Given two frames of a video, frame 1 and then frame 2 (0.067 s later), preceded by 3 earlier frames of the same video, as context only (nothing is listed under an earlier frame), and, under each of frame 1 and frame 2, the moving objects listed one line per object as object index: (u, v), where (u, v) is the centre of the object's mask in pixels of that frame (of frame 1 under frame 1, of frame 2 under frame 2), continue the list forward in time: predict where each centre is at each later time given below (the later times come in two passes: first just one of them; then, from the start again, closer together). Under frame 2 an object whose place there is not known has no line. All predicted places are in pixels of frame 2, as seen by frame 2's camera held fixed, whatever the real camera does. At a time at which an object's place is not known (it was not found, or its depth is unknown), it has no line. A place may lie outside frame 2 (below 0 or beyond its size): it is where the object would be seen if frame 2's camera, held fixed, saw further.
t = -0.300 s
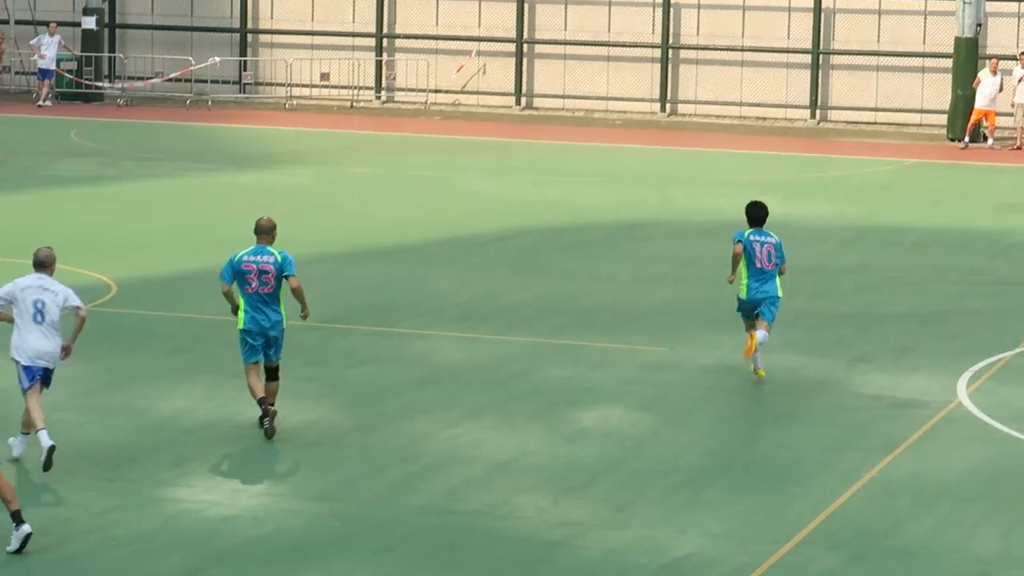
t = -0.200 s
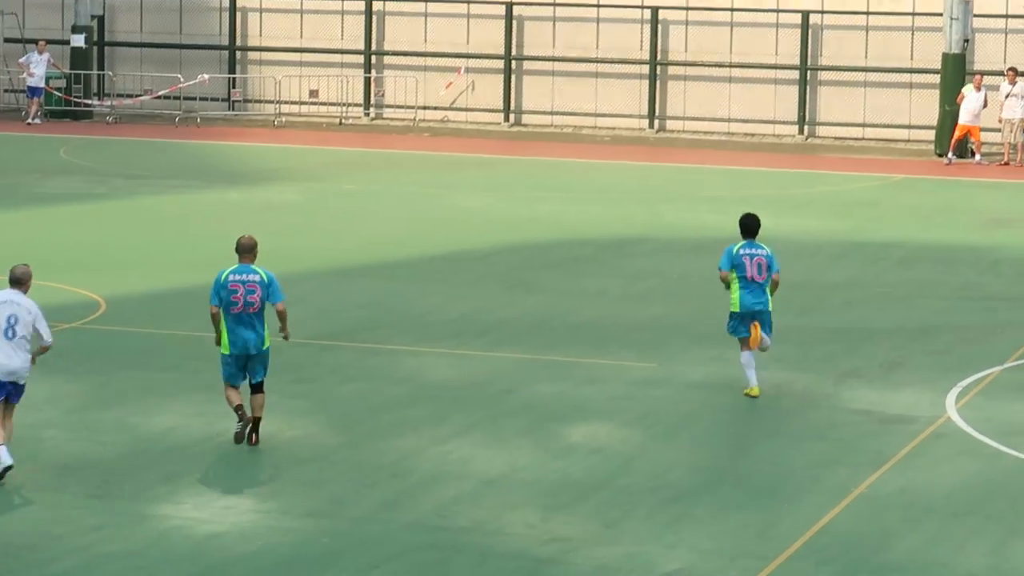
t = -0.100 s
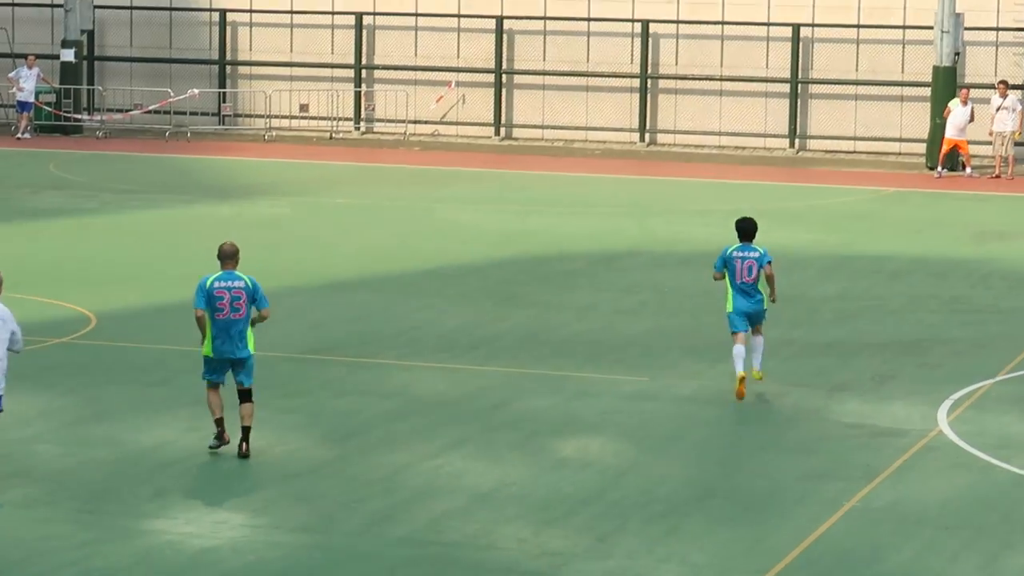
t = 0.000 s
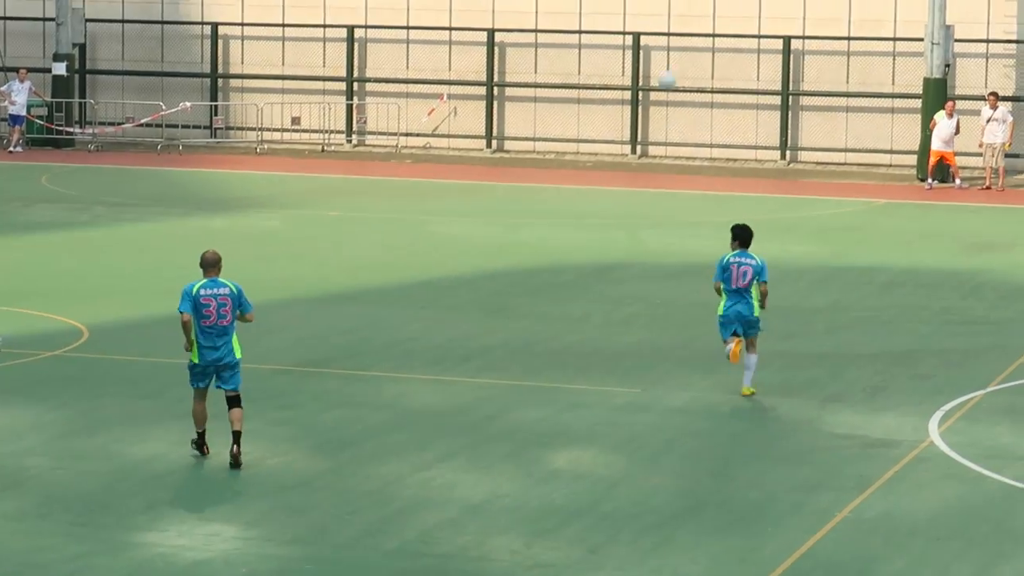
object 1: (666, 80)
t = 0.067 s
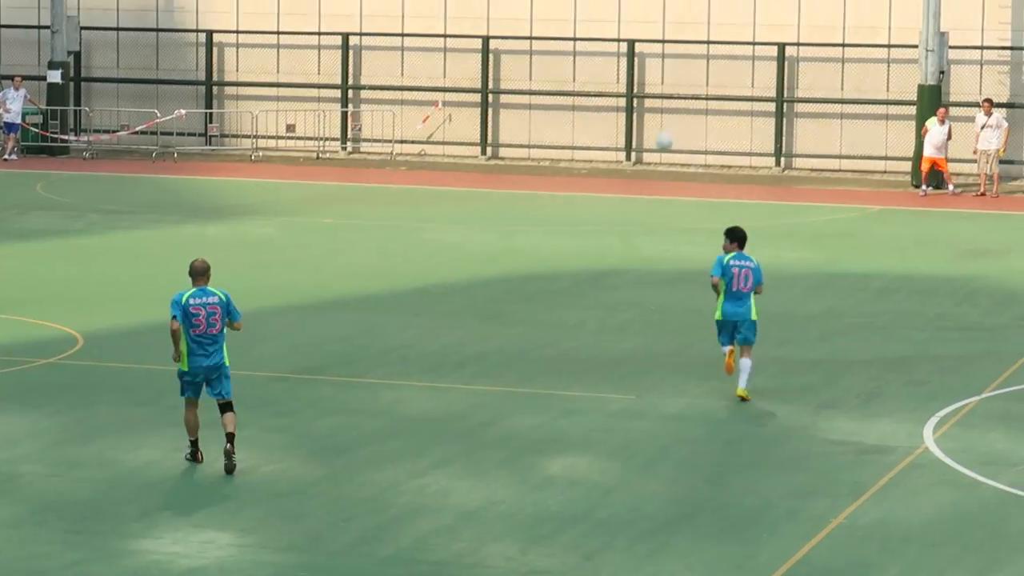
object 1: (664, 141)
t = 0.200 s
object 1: (669, 254)
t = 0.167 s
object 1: (667, 226)
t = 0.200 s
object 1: (669, 254)
